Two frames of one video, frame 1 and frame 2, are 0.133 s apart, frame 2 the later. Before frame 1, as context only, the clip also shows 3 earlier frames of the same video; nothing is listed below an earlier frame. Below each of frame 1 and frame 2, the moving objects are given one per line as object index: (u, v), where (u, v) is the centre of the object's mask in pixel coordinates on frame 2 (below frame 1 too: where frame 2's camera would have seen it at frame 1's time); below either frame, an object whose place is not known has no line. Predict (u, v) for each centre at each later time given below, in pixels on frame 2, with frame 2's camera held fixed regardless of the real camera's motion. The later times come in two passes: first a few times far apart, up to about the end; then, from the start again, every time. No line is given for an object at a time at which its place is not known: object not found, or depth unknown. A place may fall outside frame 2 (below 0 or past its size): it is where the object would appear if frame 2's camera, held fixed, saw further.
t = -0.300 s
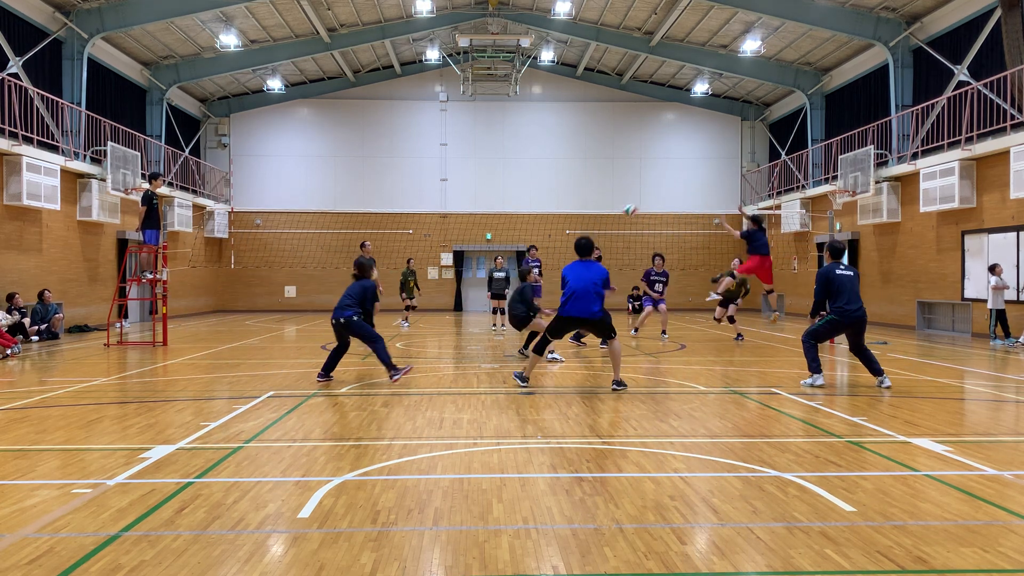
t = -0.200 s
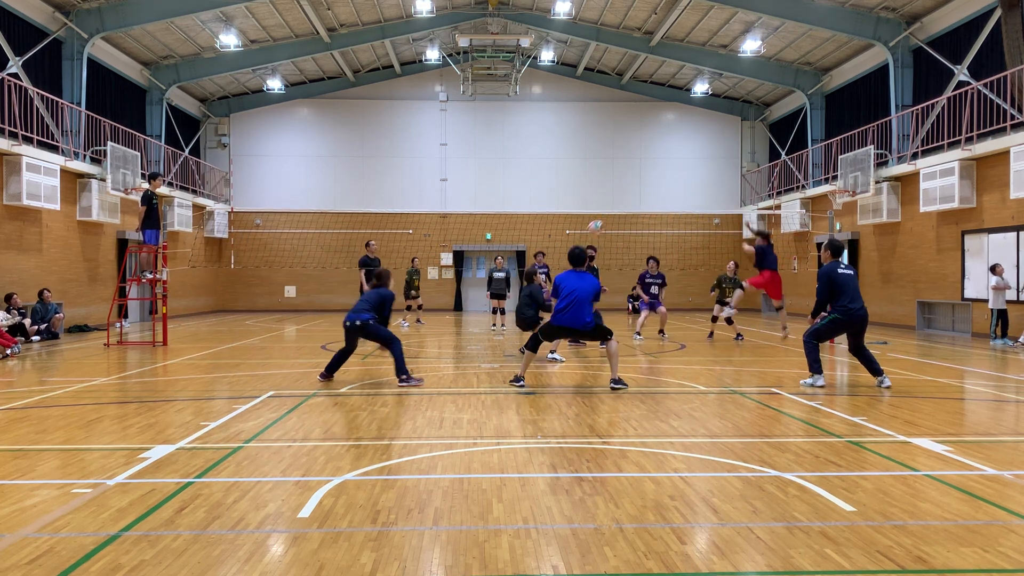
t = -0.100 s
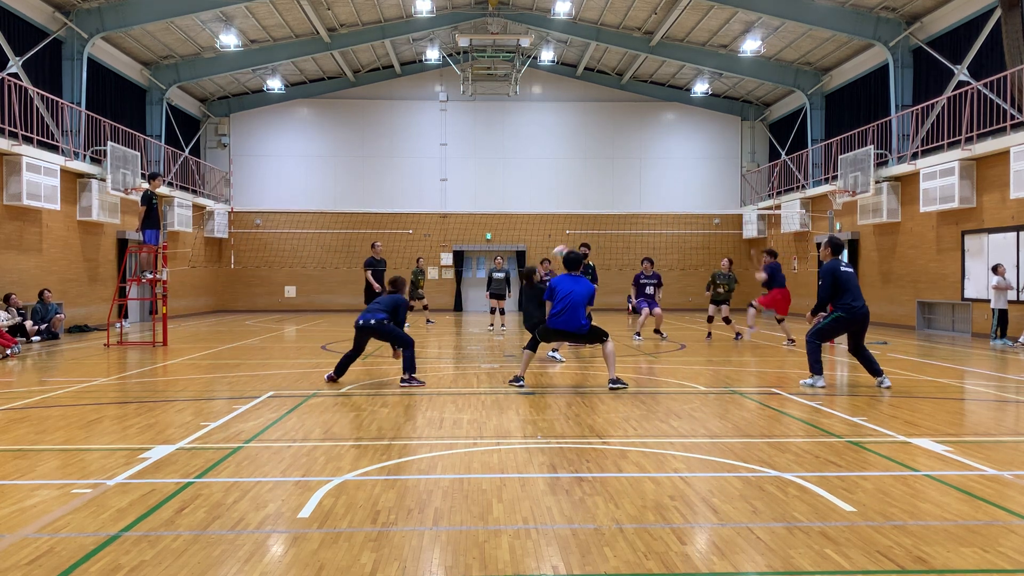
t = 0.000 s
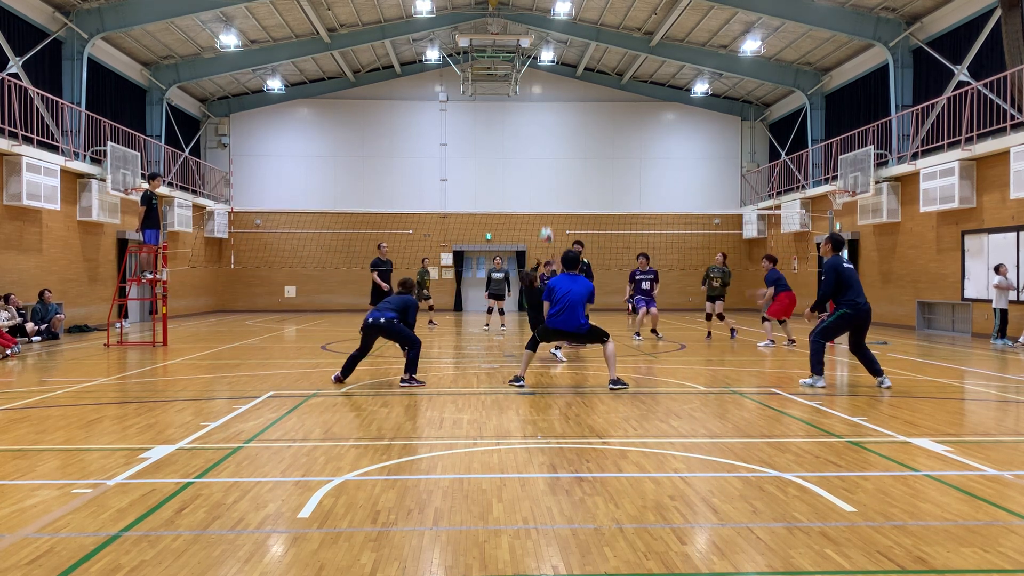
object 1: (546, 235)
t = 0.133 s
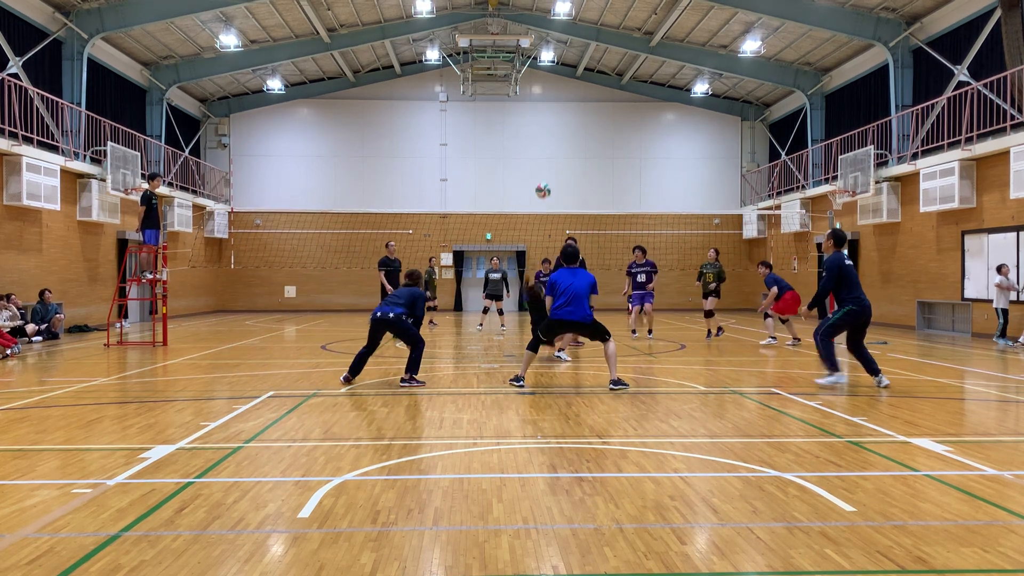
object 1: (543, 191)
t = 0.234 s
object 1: (540, 163)
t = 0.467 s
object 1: (533, 127)
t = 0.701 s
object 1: (526, 131)
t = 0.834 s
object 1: (522, 154)
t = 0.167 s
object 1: (542, 180)
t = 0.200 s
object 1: (541, 172)
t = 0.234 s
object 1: (540, 163)
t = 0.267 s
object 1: (539, 156)
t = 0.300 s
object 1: (539, 149)
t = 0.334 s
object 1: (537, 143)
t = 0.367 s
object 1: (536, 137)
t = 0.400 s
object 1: (536, 133)
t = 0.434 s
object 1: (534, 130)
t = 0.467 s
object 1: (533, 127)
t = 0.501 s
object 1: (532, 125)
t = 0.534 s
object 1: (531, 124)
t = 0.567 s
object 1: (530, 123)
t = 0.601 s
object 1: (529, 124)
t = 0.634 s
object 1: (529, 126)
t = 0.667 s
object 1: (527, 128)
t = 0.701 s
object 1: (526, 131)
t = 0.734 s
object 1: (526, 136)
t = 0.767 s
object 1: (524, 141)
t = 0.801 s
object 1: (523, 147)
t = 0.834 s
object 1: (522, 154)
